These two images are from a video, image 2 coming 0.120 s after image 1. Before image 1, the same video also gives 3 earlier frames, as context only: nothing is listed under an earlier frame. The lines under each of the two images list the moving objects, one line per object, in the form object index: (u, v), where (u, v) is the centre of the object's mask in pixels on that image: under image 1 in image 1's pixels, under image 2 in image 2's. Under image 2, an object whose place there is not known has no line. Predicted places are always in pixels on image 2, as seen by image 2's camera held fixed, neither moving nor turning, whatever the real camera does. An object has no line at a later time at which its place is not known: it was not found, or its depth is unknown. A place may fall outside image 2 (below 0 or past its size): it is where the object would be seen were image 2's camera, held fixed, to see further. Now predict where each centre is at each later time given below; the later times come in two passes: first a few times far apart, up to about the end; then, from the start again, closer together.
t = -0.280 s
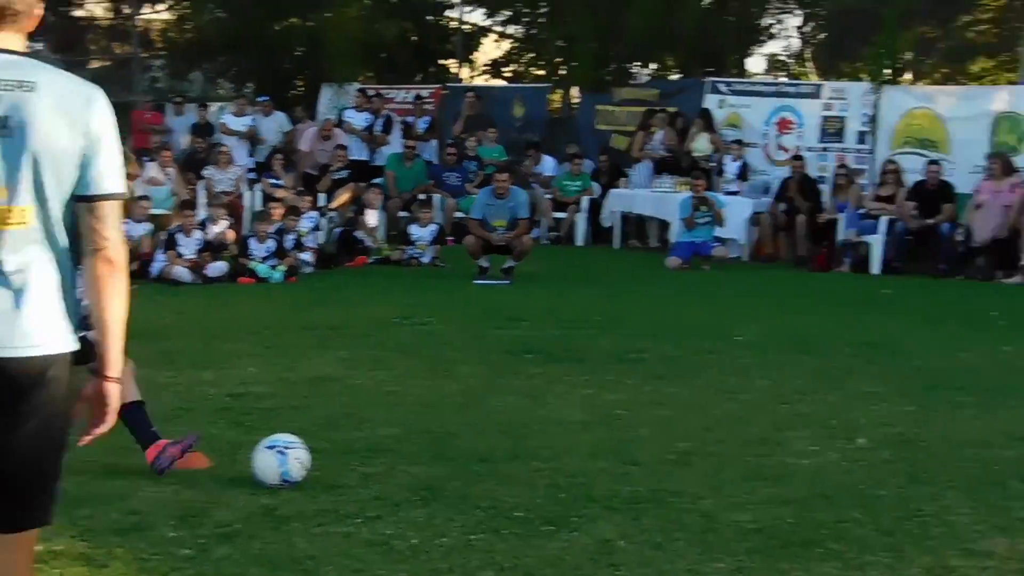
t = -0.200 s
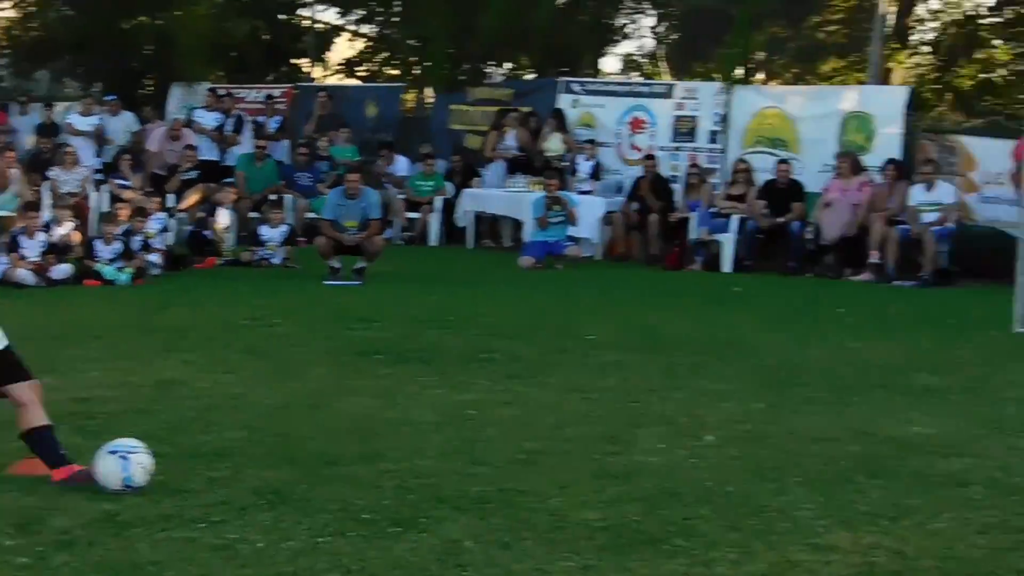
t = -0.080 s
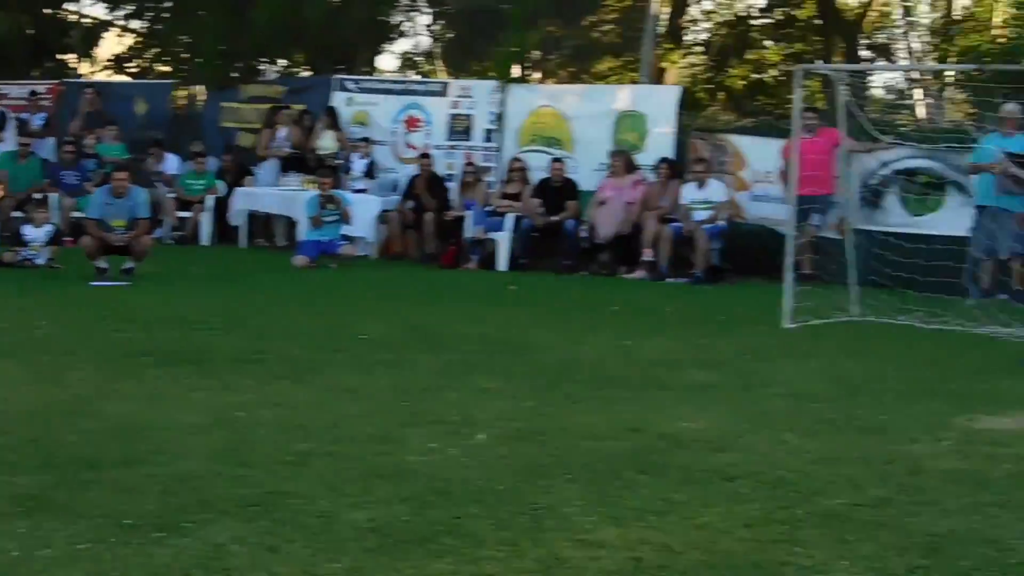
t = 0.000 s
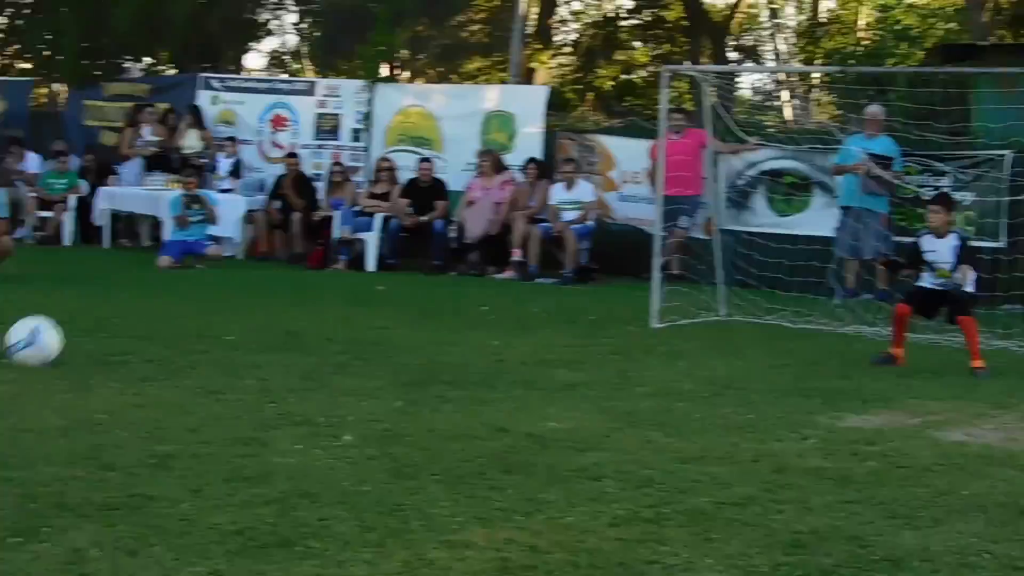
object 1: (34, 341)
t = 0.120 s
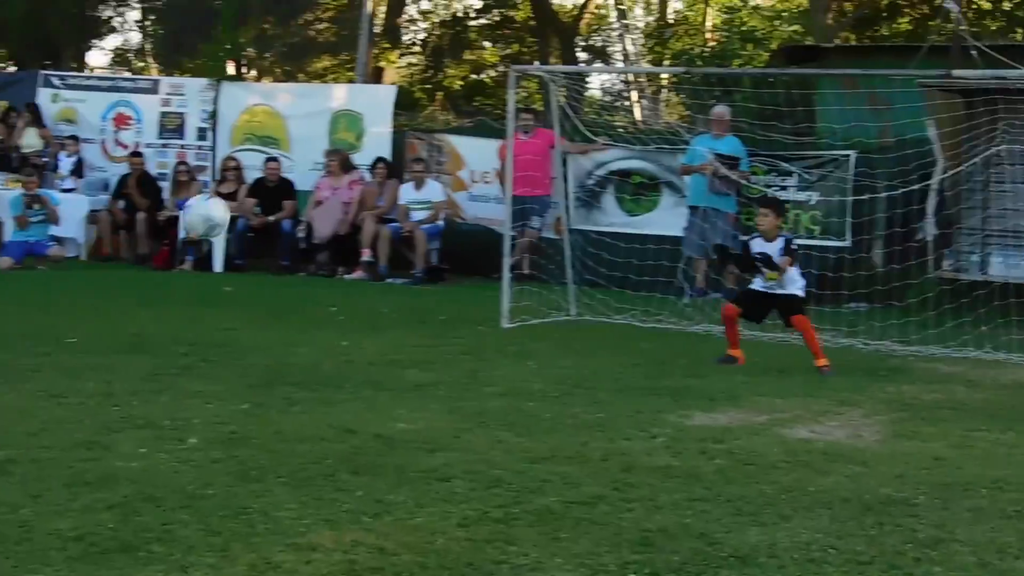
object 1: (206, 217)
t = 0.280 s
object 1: (497, 134)
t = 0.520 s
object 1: (748, 117)
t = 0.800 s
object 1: (811, 201)
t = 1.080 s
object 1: (808, 291)
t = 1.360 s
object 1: (800, 257)
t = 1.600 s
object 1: (783, 315)
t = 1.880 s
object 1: (773, 316)
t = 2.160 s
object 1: (766, 334)
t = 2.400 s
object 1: (766, 333)
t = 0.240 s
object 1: (437, 148)
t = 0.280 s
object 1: (497, 134)
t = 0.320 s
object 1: (552, 124)
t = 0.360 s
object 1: (600, 117)
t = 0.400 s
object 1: (645, 112)
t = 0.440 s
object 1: (685, 112)
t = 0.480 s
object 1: (720, 112)
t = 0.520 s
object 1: (748, 117)
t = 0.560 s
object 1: (766, 125)
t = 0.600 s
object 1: (781, 134)
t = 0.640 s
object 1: (791, 143)
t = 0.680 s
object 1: (799, 155)
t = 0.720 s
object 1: (806, 168)
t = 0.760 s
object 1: (809, 184)
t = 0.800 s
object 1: (811, 201)
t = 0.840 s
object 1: (810, 221)
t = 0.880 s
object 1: (810, 244)
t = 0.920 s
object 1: (809, 269)
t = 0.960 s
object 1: (808, 295)
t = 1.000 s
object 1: (807, 322)
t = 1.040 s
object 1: (808, 306)
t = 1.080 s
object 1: (808, 291)
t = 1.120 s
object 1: (809, 278)
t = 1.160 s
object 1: (808, 269)
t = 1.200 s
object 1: (808, 261)
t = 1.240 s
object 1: (806, 257)
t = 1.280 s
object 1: (804, 255)
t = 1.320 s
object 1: (802, 255)
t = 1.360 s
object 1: (800, 257)
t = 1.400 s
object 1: (797, 260)
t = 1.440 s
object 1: (795, 267)
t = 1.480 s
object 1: (792, 276)
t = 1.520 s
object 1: (790, 287)
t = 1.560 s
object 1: (787, 299)
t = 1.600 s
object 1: (783, 315)
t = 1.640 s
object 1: (780, 332)
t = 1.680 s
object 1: (779, 327)
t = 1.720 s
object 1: (778, 320)
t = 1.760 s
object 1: (776, 316)
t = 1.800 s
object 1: (775, 314)
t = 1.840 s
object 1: (774, 314)
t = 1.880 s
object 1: (773, 316)
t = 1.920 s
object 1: (772, 320)
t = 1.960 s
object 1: (769, 327)
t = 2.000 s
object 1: (769, 334)
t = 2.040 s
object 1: (768, 333)
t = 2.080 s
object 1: (767, 332)
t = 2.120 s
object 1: (767, 332)
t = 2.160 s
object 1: (766, 334)
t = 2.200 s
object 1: (766, 334)
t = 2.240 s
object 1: (766, 334)
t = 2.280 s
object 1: (766, 334)
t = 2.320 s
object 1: (766, 334)
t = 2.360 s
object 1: (766, 334)
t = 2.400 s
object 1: (766, 333)
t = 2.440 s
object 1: (766, 334)
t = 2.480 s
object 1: (766, 334)
